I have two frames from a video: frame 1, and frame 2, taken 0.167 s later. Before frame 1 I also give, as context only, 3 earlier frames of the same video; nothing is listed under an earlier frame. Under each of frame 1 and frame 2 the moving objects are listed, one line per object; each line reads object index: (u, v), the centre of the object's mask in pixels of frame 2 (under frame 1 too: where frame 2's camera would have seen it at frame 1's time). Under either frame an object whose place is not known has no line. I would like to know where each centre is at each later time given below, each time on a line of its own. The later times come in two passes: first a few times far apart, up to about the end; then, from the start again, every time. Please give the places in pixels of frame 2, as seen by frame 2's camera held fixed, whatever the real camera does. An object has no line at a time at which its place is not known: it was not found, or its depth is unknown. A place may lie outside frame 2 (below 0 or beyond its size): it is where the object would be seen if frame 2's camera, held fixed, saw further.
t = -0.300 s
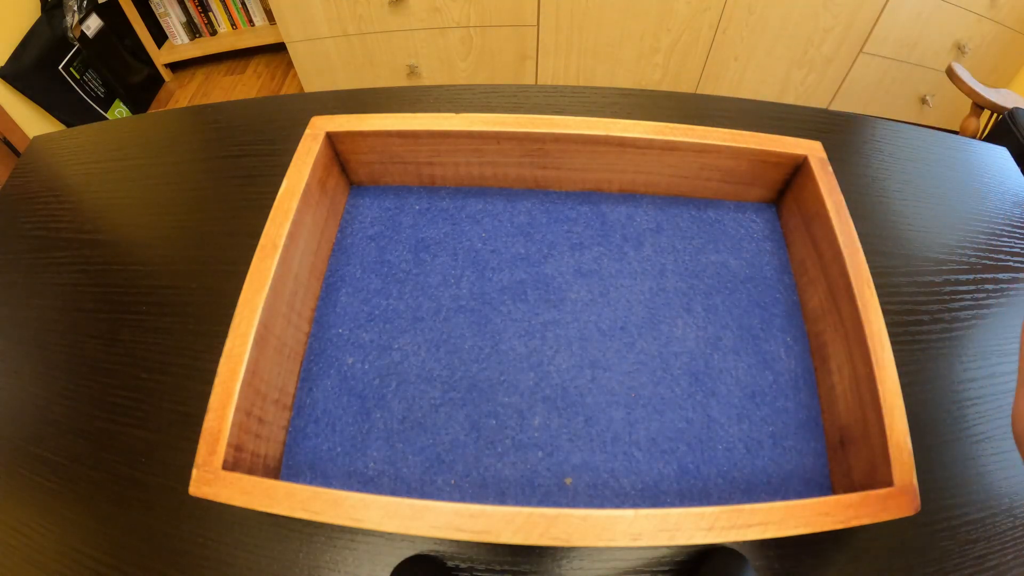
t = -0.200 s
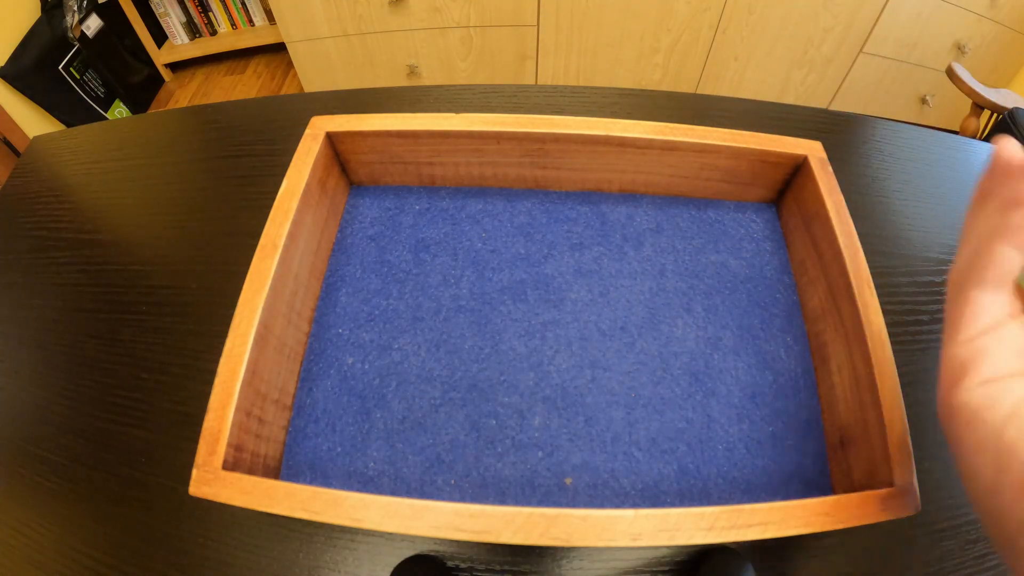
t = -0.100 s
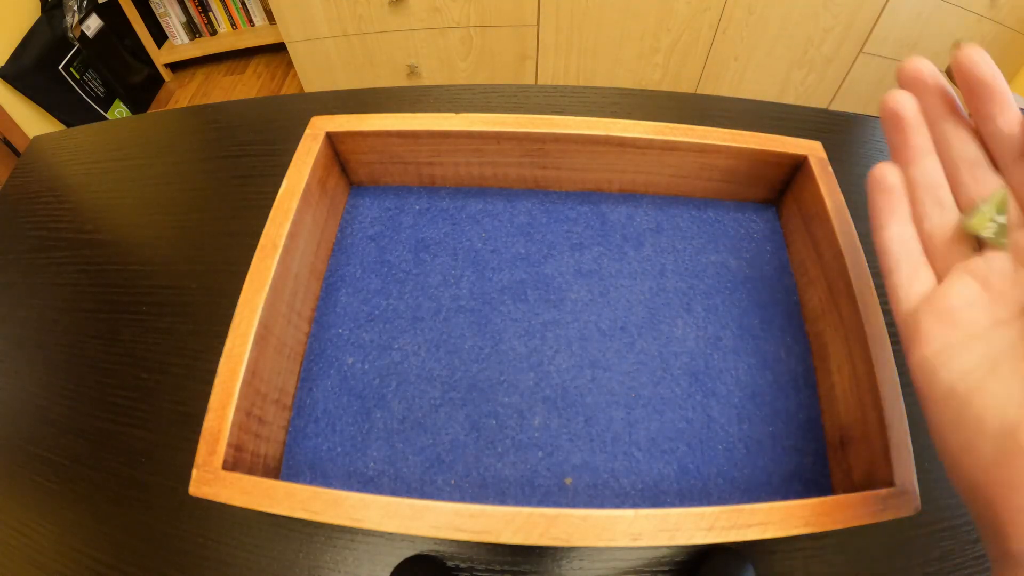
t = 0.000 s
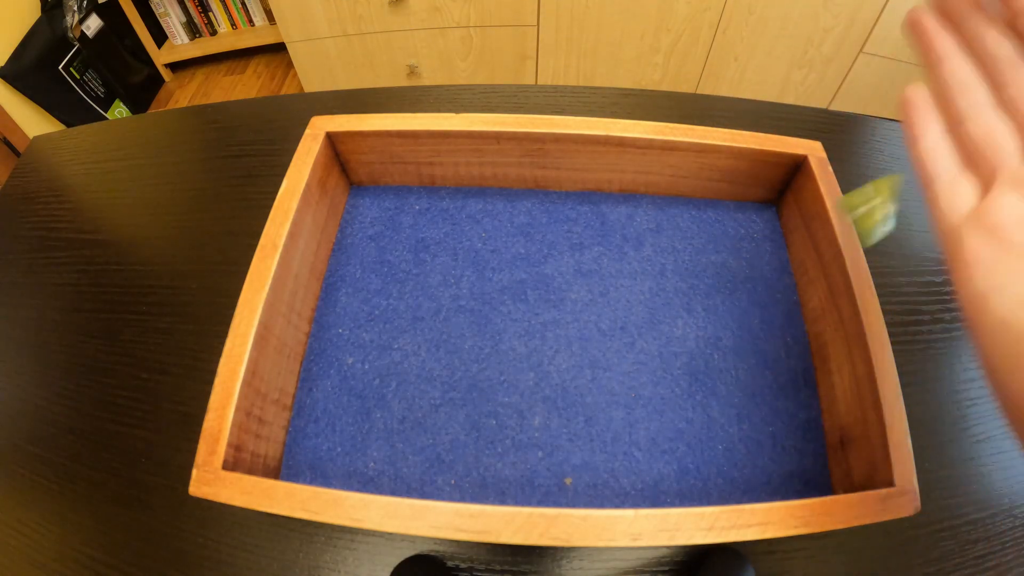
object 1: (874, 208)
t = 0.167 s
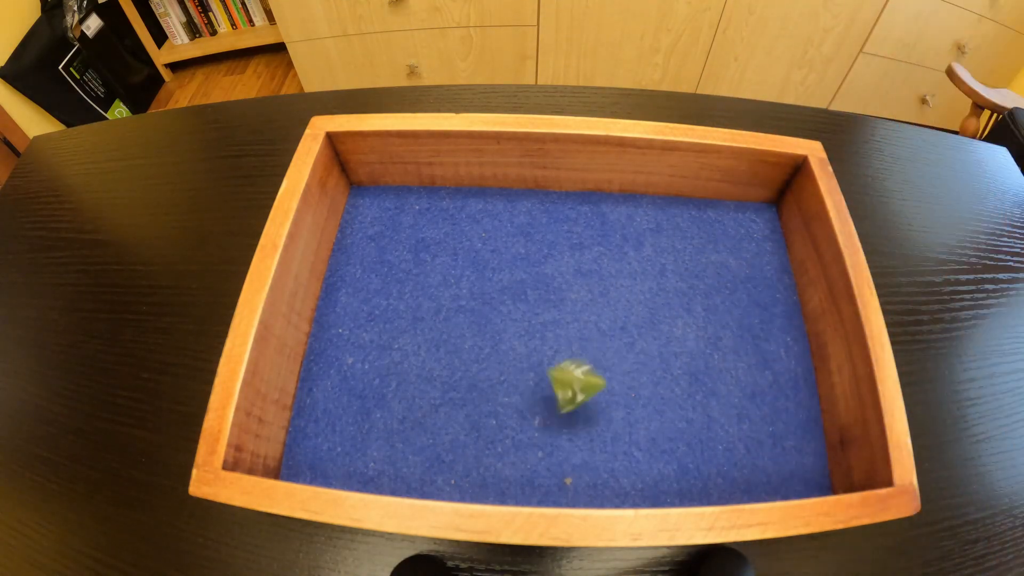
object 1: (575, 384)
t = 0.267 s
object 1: (499, 447)
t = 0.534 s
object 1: (455, 466)
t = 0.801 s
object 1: (454, 466)
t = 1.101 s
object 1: (455, 466)
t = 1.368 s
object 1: (454, 466)
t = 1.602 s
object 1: (454, 466)
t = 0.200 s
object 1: (540, 416)
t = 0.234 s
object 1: (519, 438)
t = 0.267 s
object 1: (499, 447)
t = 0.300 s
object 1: (484, 466)
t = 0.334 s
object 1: (472, 481)
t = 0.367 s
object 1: (468, 476)
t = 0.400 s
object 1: (461, 472)
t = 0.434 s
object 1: (455, 468)
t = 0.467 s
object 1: (455, 466)
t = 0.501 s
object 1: (455, 466)
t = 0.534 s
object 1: (455, 466)
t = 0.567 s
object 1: (455, 466)
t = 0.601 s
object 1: (455, 466)
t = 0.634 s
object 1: (455, 466)
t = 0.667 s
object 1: (455, 466)
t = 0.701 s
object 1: (455, 466)
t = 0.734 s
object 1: (455, 466)
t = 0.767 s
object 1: (454, 466)
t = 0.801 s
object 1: (454, 466)
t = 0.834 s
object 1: (455, 466)
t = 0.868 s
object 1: (455, 466)
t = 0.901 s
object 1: (455, 466)
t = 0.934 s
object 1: (455, 466)
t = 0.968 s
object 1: (455, 466)
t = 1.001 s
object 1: (455, 466)
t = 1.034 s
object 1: (455, 466)
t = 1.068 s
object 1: (455, 466)
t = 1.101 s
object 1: (455, 466)
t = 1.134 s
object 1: (455, 466)
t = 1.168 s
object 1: (455, 466)
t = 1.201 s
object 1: (455, 466)
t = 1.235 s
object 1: (455, 466)
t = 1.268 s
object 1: (455, 466)
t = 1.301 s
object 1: (454, 466)
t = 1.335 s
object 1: (454, 466)
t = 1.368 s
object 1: (454, 466)
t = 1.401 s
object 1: (454, 466)
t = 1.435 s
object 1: (455, 466)
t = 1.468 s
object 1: (455, 466)
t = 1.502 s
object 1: (455, 466)
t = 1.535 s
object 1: (455, 466)
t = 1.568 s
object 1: (454, 466)
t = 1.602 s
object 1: (454, 466)
